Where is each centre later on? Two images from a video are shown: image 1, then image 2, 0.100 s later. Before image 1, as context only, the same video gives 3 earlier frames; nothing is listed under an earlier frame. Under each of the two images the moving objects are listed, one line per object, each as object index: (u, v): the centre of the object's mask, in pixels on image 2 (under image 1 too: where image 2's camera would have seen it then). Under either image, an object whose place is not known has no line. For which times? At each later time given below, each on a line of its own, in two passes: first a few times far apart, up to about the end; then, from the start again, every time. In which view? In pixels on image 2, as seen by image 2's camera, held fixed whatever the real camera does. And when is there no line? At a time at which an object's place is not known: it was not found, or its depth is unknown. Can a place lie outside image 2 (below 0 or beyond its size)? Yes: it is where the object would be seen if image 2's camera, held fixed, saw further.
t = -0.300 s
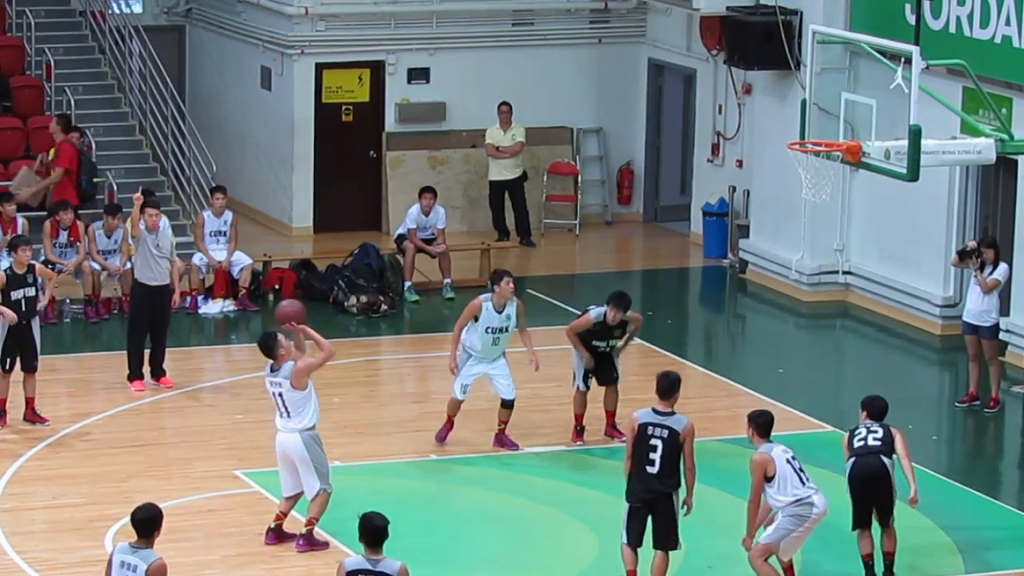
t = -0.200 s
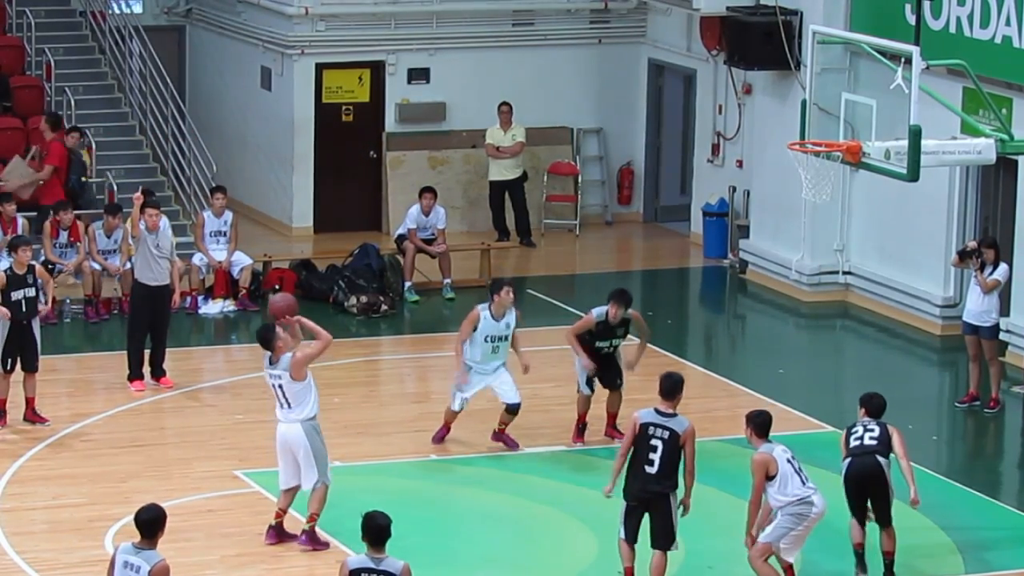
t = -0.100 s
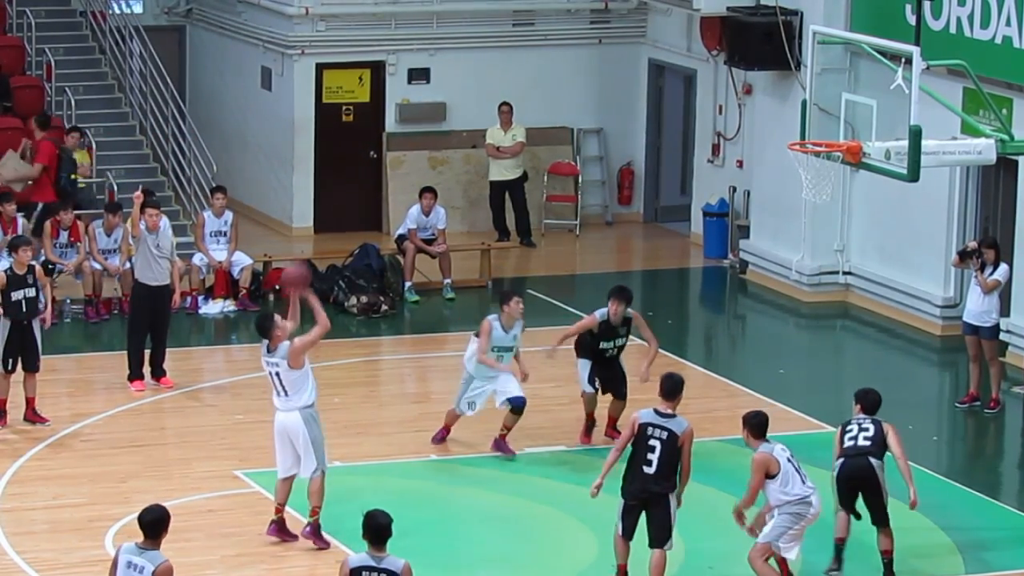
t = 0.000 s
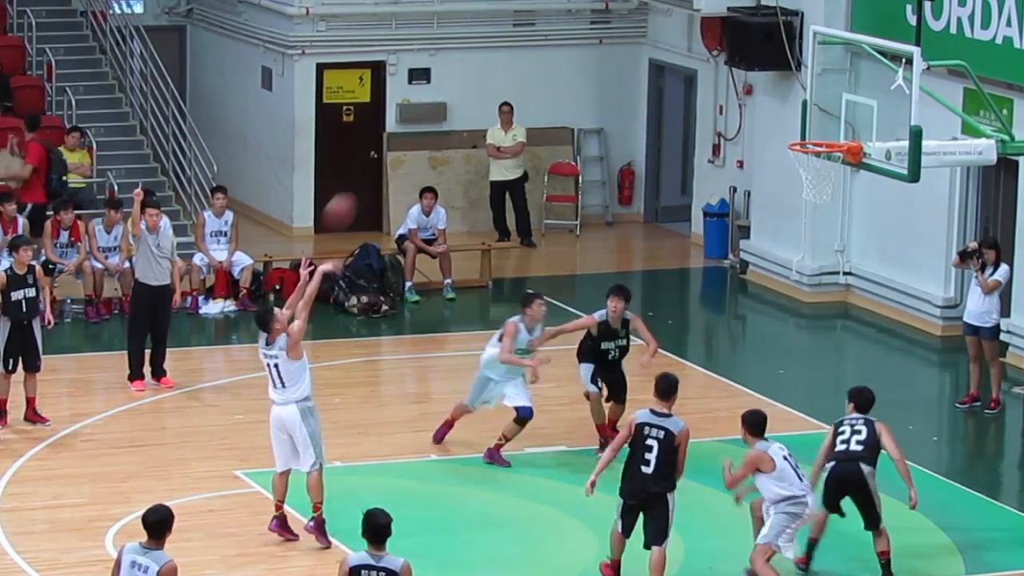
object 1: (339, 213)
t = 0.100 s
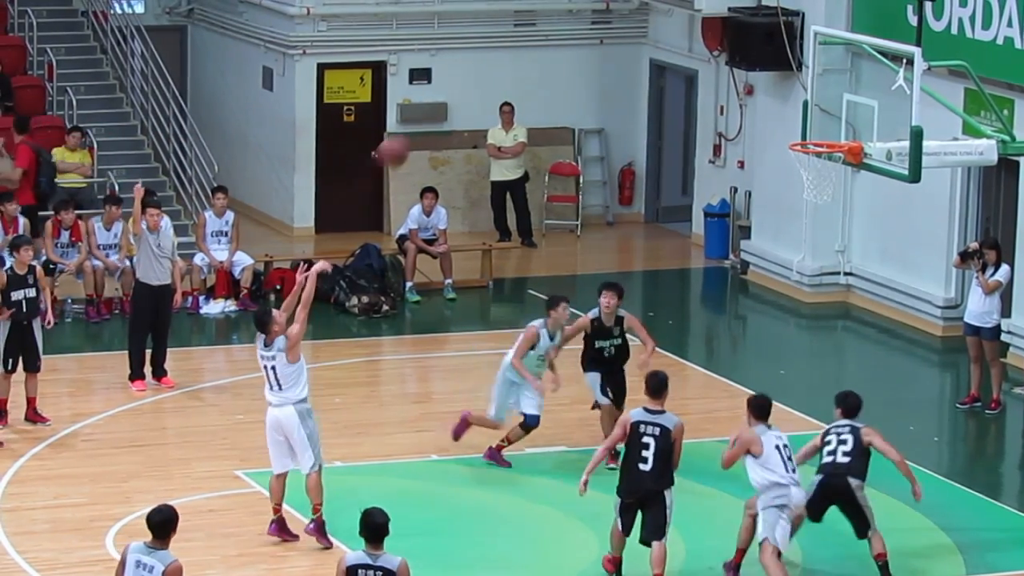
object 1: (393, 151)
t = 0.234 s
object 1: (462, 91)
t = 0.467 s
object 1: (579, 37)
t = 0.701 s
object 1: (689, 48)
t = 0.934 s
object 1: (793, 121)
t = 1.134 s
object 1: (844, 205)
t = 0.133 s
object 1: (409, 134)
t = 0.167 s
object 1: (427, 118)
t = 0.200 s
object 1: (445, 105)
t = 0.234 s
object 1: (462, 91)
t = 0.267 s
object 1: (479, 79)
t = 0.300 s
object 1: (496, 69)
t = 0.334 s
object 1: (512, 60)
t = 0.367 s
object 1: (529, 52)
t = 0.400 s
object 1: (546, 45)
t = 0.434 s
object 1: (562, 40)
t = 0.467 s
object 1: (579, 37)
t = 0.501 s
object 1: (595, 34)
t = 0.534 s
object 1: (610, 33)
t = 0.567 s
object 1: (626, 33)
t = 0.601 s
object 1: (643, 35)
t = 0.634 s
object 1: (658, 38)
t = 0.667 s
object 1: (673, 42)
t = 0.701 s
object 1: (689, 48)
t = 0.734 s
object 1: (705, 54)
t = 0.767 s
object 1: (721, 62)
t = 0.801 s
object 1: (735, 71)
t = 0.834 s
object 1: (749, 82)
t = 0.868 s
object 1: (765, 95)
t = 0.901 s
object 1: (780, 108)
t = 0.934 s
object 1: (793, 121)
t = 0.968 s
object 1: (811, 136)
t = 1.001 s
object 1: (823, 154)
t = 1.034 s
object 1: (829, 167)
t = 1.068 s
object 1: (835, 180)
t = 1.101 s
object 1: (839, 192)
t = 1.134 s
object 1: (844, 205)
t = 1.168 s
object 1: (848, 220)
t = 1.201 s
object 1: (852, 236)
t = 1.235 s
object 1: (856, 252)
